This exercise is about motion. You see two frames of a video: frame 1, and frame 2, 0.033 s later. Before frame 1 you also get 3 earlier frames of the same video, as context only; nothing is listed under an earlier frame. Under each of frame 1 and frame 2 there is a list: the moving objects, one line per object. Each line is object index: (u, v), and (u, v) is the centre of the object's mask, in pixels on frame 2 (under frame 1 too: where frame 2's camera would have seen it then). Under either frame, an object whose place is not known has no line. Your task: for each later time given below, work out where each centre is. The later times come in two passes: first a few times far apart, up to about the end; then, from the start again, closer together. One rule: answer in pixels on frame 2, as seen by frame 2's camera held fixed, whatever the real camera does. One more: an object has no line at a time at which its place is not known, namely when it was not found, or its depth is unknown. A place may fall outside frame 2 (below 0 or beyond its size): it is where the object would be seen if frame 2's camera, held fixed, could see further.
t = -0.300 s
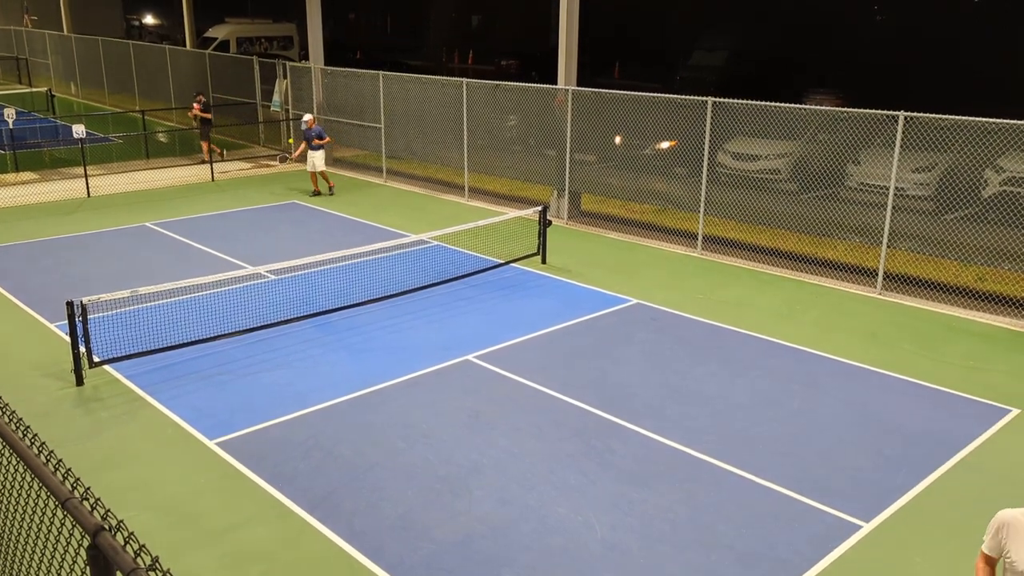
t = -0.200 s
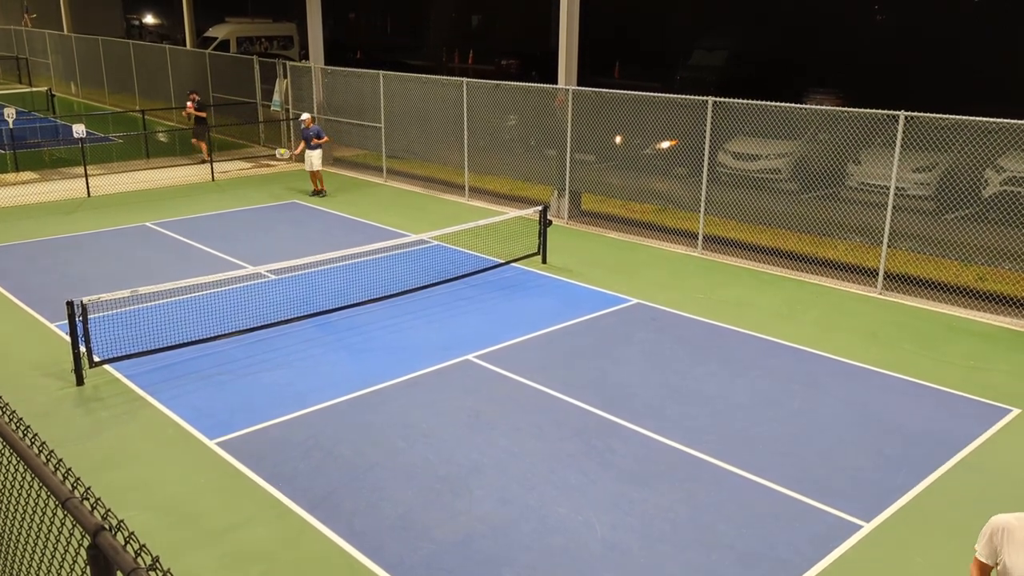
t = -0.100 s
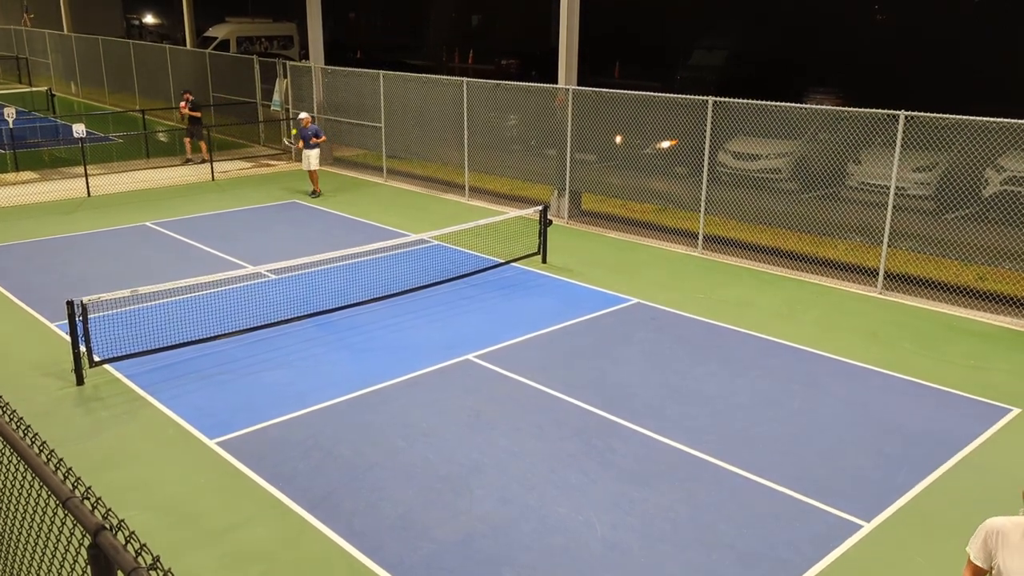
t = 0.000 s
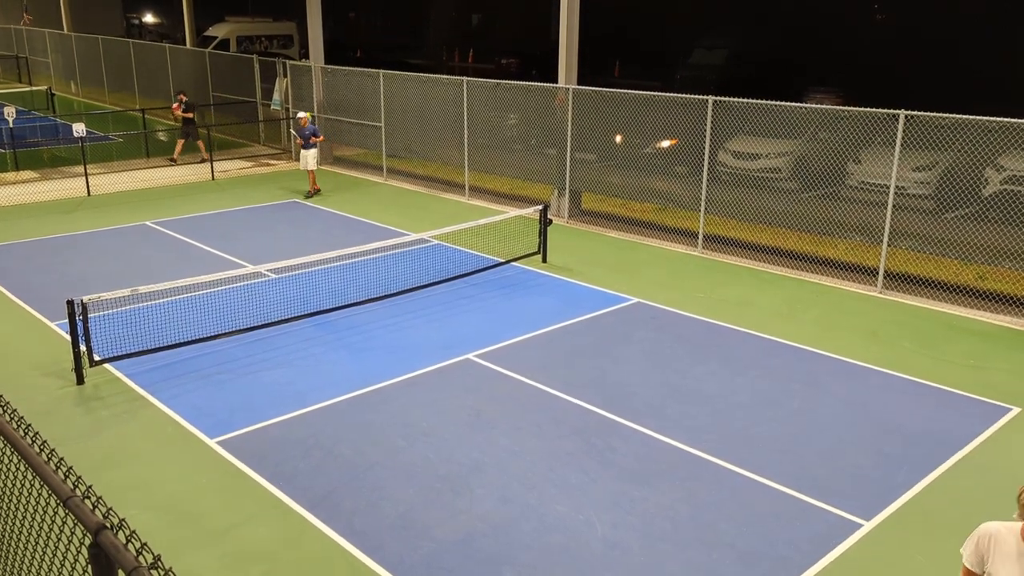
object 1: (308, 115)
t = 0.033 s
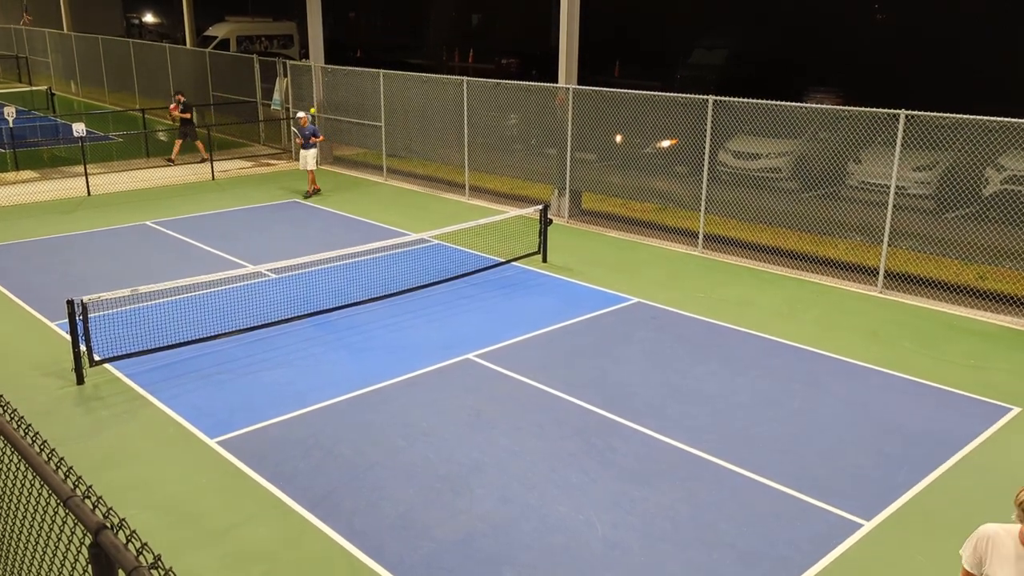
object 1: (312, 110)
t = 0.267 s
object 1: (348, 98)
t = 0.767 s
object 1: (439, 198)
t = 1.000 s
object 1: (486, 307)
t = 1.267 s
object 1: (514, 269)
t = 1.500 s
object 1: (541, 283)
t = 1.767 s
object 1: (573, 359)
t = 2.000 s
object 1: (604, 357)
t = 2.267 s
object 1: (642, 391)
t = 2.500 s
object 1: (678, 433)
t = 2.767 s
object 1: (726, 467)
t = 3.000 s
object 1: (772, 504)
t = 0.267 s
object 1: (348, 98)
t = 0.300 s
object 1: (353, 99)
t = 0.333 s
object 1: (359, 101)
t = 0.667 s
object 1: (420, 163)
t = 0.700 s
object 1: (426, 173)
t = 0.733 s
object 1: (432, 185)
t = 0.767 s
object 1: (439, 198)
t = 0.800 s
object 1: (446, 211)
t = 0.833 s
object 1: (452, 225)
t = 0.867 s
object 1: (459, 241)
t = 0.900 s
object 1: (466, 257)
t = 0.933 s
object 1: (473, 275)
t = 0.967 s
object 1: (480, 293)
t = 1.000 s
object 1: (486, 307)
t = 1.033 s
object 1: (489, 299)
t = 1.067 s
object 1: (492, 293)
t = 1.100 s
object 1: (496, 287)
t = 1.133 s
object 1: (499, 282)
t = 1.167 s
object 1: (503, 278)
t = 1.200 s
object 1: (507, 274)
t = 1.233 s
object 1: (511, 271)
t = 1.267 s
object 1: (514, 269)
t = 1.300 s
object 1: (518, 269)
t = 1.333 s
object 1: (522, 269)
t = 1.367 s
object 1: (526, 270)
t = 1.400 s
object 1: (529, 271)
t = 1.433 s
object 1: (533, 274)
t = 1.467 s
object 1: (537, 278)
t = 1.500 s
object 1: (541, 283)
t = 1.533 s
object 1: (546, 289)
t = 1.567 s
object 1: (549, 295)
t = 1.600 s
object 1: (553, 303)
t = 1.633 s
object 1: (557, 312)
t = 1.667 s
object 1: (561, 321)
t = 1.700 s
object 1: (565, 333)
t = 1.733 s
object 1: (569, 346)
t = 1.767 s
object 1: (573, 359)
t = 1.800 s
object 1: (577, 373)
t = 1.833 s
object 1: (582, 370)
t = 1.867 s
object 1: (586, 366)
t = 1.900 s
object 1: (590, 362)
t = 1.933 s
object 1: (595, 359)
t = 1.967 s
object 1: (599, 358)
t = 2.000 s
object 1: (604, 357)
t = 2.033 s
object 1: (608, 357)
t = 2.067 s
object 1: (613, 359)
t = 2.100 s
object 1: (618, 361)
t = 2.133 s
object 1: (623, 365)
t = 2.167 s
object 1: (628, 369)
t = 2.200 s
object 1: (632, 375)
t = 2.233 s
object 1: (637, 383)
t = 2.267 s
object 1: (642, 391)
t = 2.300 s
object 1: (647, 400)
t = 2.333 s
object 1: (651, 410)
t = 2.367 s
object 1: (656, 422)
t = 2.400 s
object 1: (661, 436)
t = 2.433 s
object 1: (666, 437)
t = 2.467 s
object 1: (672, 435)
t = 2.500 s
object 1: (678, 433)
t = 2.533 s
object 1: (684, 433)
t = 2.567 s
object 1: (690, 434)
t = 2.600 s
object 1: (696, 436)
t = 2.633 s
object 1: (702, 440)
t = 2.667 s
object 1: (708, 444)
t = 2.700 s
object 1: (714, 451)
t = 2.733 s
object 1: (720, 457)
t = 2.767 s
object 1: (726, 467)
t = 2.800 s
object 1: (732, 477)
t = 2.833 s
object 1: (738, 488)
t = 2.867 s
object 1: (744, 499)
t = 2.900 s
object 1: (751, 498)
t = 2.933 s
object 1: (758, 499)
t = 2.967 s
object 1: (765, 501)
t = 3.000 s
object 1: (772, 504)
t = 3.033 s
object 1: (780, 510)
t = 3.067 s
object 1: (786, 516)
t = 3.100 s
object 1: (794, 524)
